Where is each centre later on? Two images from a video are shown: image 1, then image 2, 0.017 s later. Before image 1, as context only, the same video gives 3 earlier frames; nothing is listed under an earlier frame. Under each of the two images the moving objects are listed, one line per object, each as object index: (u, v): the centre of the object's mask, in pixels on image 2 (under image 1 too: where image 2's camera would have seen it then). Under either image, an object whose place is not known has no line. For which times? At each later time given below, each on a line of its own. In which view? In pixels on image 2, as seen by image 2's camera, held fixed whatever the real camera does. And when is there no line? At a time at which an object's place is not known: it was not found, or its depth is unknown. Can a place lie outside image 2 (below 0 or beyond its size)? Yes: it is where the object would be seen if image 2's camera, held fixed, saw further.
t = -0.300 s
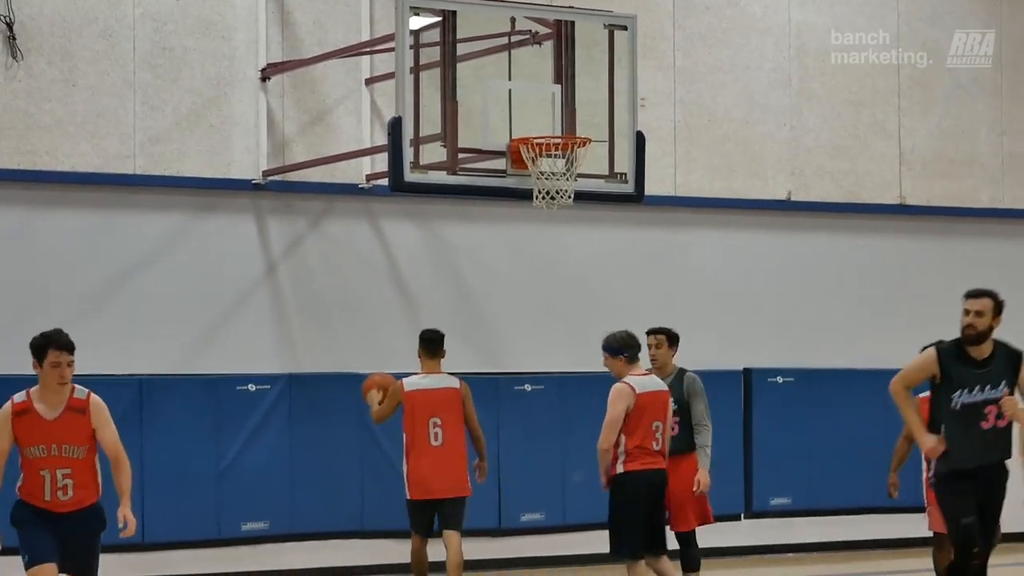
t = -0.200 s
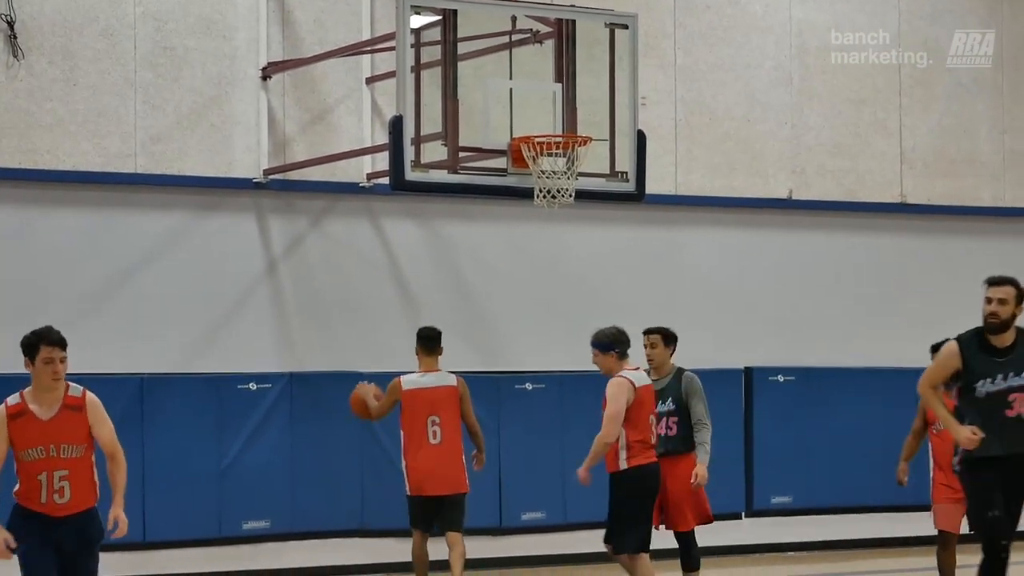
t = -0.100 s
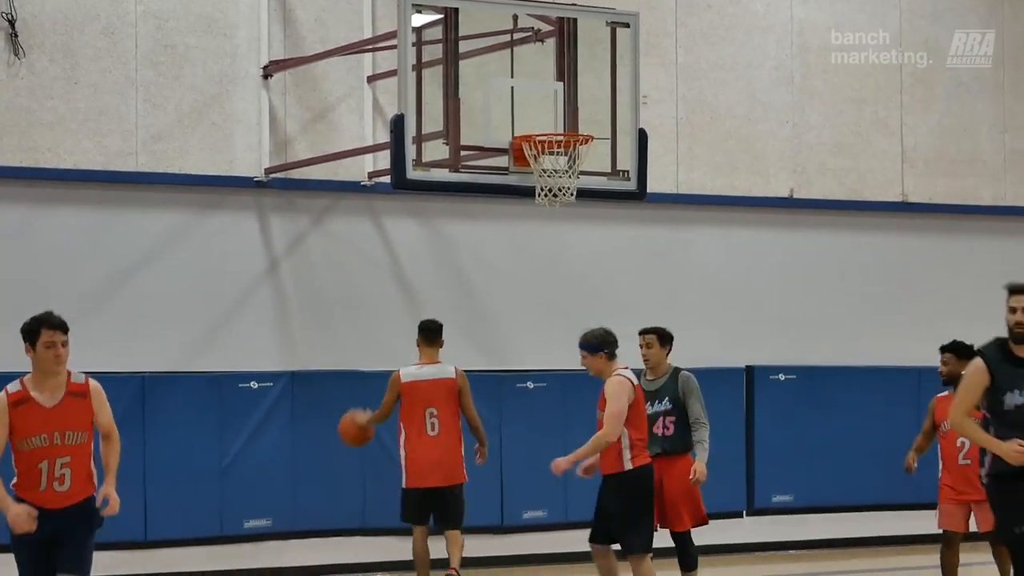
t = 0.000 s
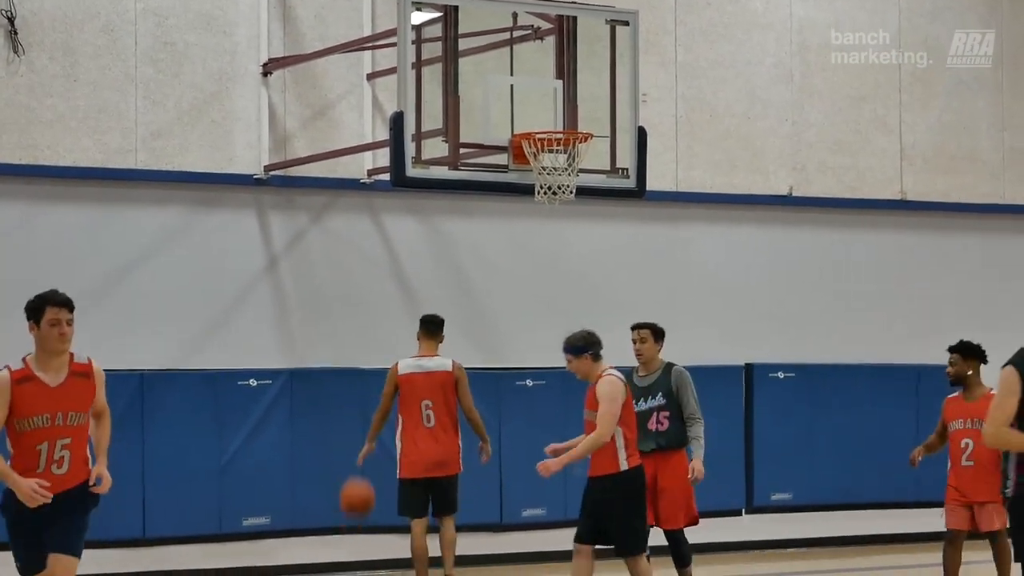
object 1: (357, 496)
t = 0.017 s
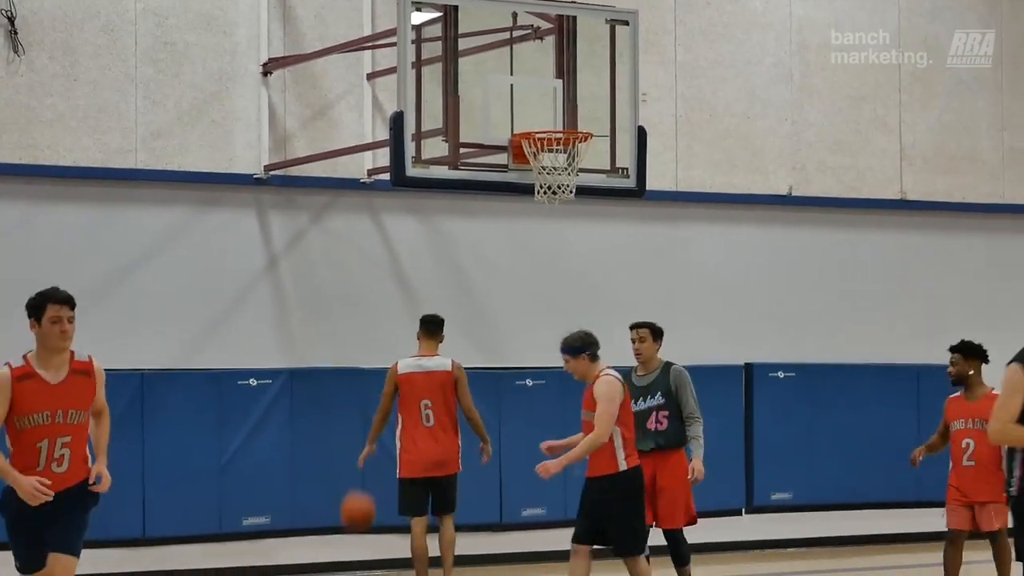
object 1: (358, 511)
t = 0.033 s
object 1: (358, 523)
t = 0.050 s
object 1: (359, 539)
